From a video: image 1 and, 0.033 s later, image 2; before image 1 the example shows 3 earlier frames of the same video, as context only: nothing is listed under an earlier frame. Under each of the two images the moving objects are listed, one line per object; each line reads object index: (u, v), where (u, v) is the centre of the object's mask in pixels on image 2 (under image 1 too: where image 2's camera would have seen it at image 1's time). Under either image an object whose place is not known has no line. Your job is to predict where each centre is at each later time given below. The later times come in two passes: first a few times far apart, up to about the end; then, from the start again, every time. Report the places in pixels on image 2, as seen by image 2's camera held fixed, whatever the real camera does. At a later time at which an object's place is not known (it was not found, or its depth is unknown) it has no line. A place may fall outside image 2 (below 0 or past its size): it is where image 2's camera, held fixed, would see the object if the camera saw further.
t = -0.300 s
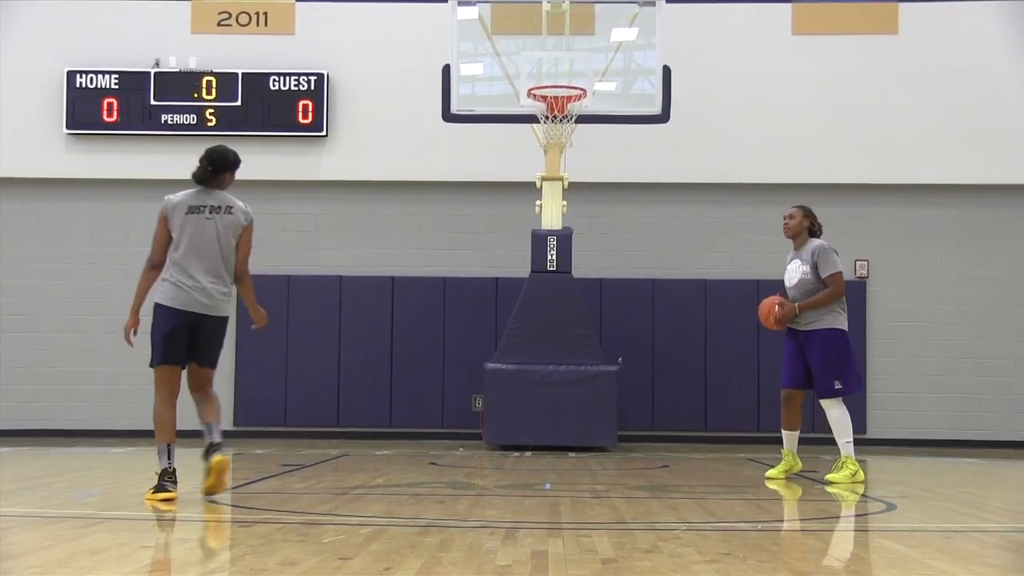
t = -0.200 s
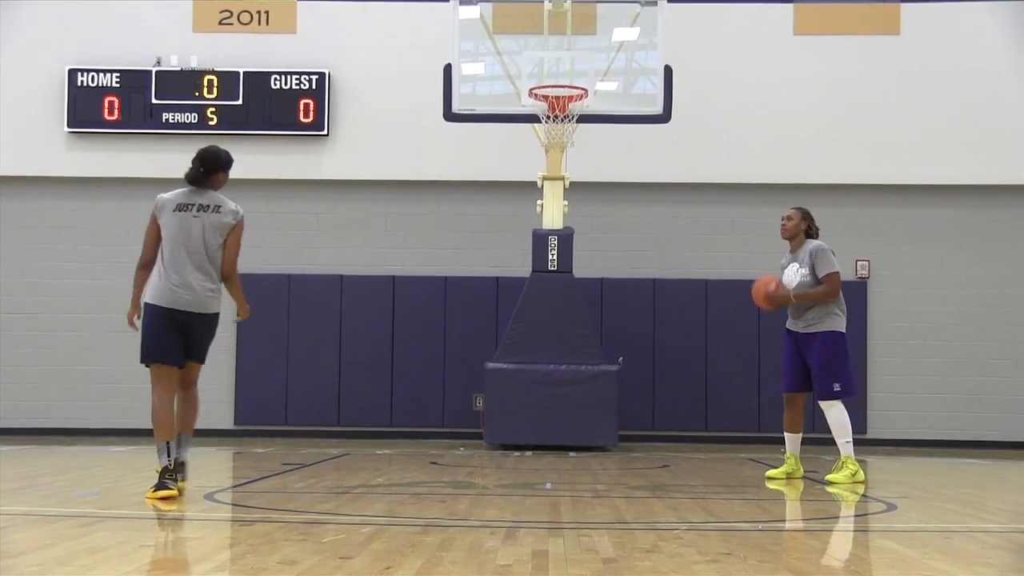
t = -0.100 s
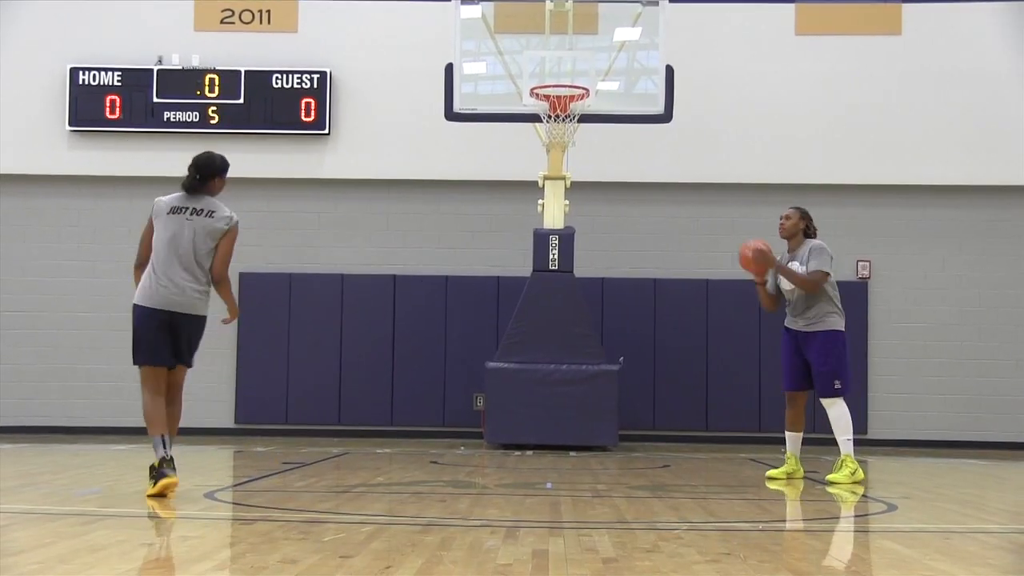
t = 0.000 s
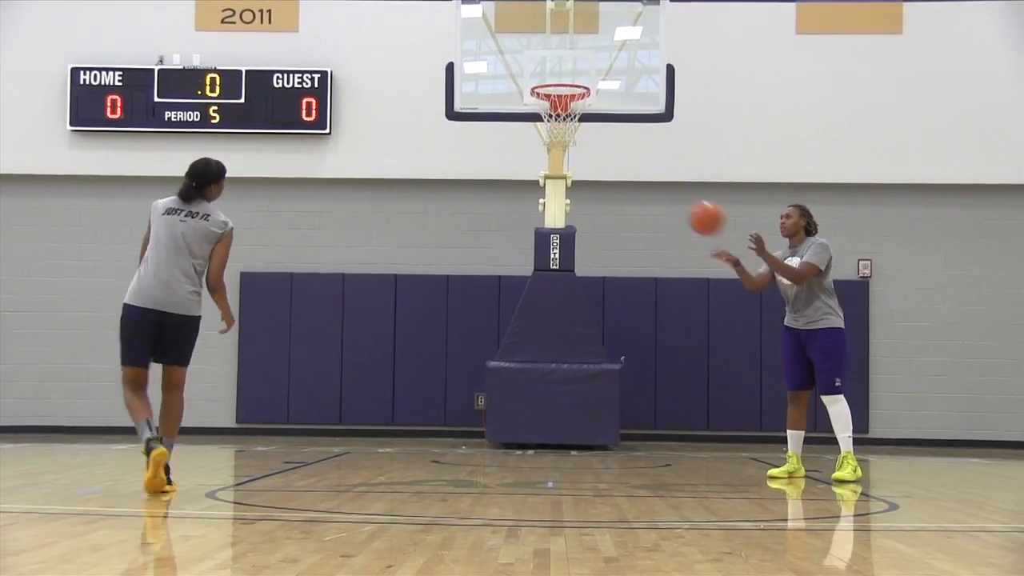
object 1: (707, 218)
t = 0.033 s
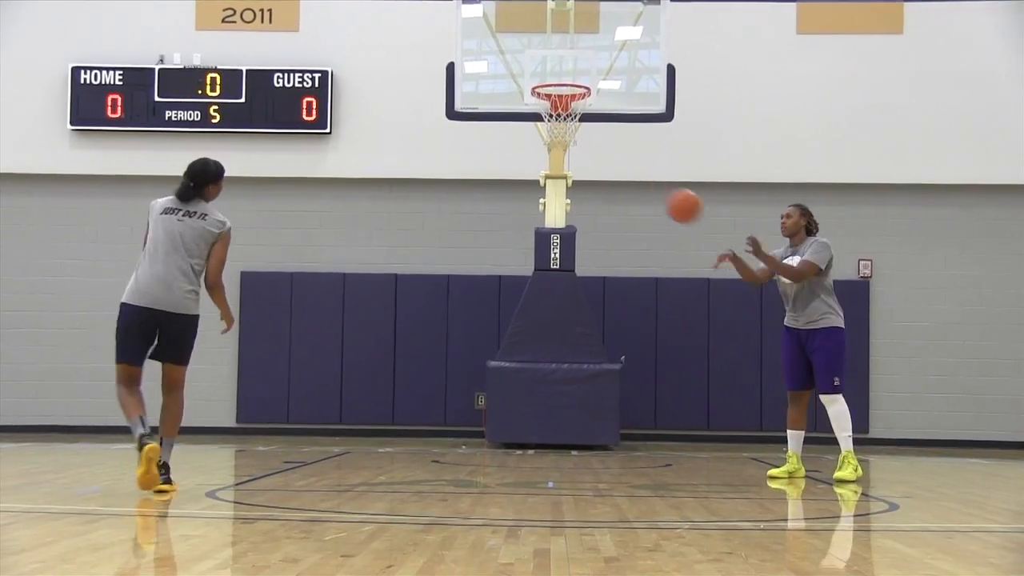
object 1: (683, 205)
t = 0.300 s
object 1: (489, 161)
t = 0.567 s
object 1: (268, 223)
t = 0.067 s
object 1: (661, 195)
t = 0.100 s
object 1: (638, 186)
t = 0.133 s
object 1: (613, 179)
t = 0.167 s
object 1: (590, 172)
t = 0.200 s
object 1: (565, 167)
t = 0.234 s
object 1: (539, 163)
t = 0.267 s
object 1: (514, 161)
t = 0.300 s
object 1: (489, 161)
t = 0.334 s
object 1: (463, 162)
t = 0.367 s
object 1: (437, 166)
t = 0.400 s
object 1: (410, 171)
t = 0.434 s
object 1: (383, 178)
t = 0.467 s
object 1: (354, 187)
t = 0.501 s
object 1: (326, 196)
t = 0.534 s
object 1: (297, 209)
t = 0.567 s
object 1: (268, 223)
